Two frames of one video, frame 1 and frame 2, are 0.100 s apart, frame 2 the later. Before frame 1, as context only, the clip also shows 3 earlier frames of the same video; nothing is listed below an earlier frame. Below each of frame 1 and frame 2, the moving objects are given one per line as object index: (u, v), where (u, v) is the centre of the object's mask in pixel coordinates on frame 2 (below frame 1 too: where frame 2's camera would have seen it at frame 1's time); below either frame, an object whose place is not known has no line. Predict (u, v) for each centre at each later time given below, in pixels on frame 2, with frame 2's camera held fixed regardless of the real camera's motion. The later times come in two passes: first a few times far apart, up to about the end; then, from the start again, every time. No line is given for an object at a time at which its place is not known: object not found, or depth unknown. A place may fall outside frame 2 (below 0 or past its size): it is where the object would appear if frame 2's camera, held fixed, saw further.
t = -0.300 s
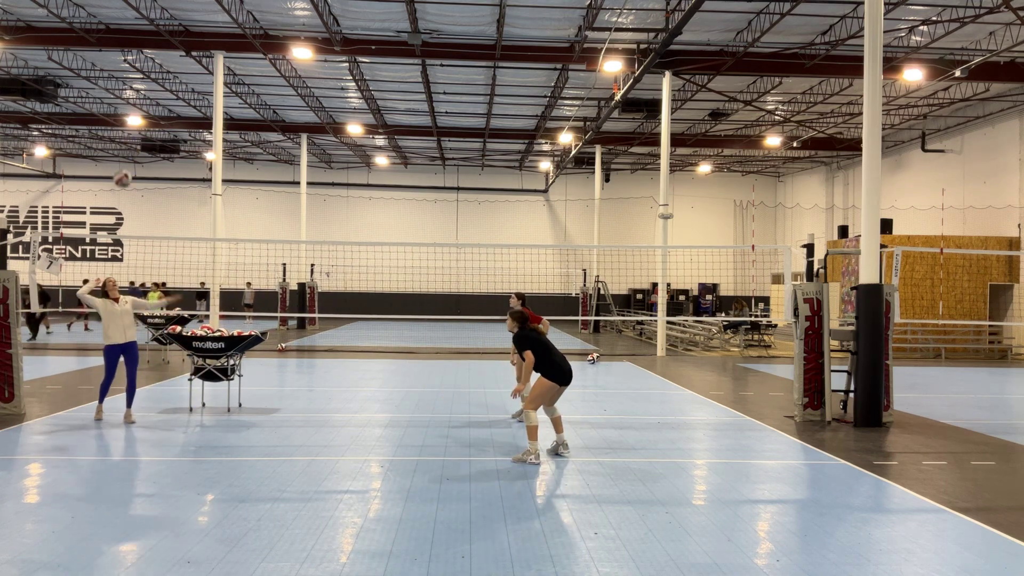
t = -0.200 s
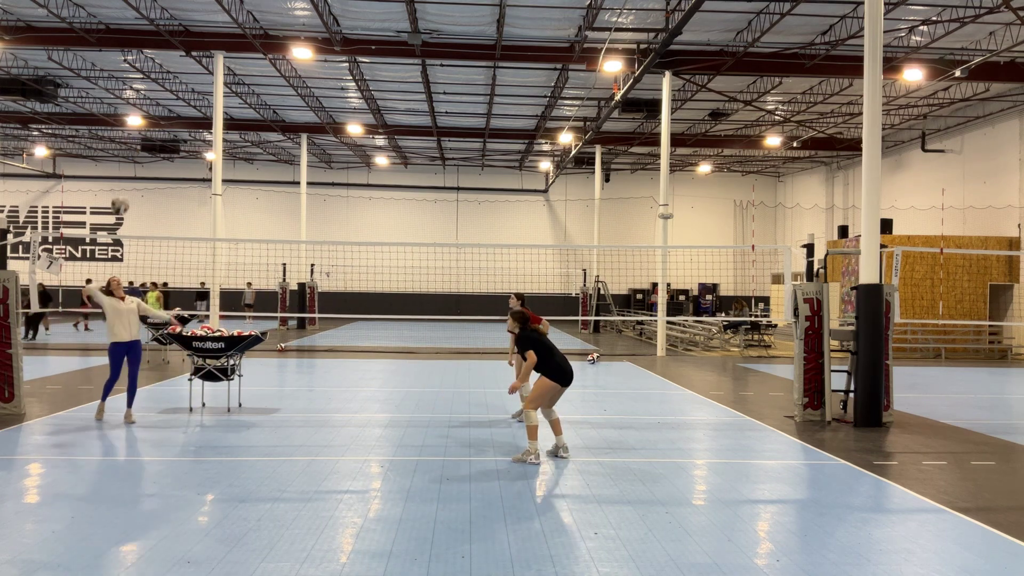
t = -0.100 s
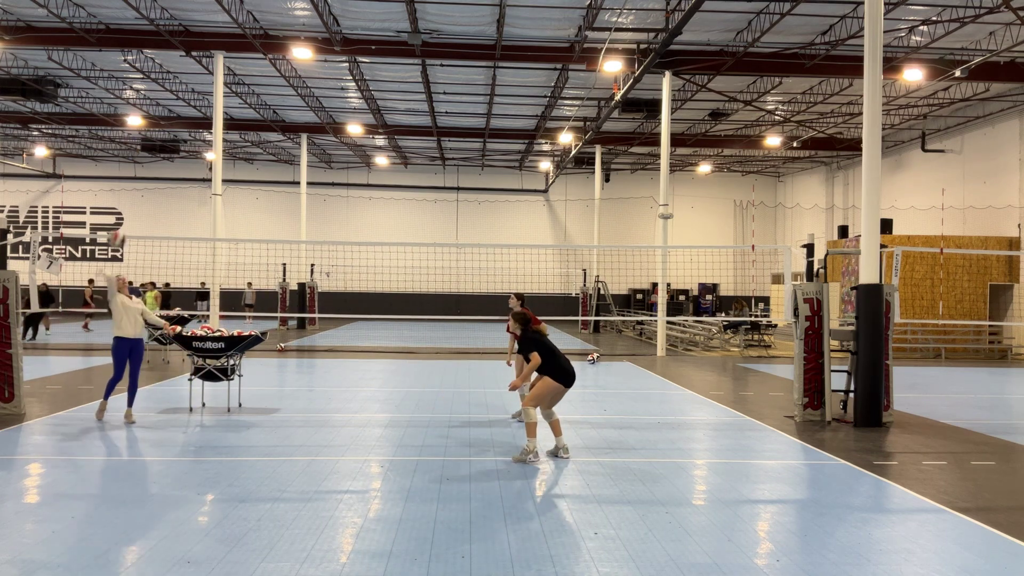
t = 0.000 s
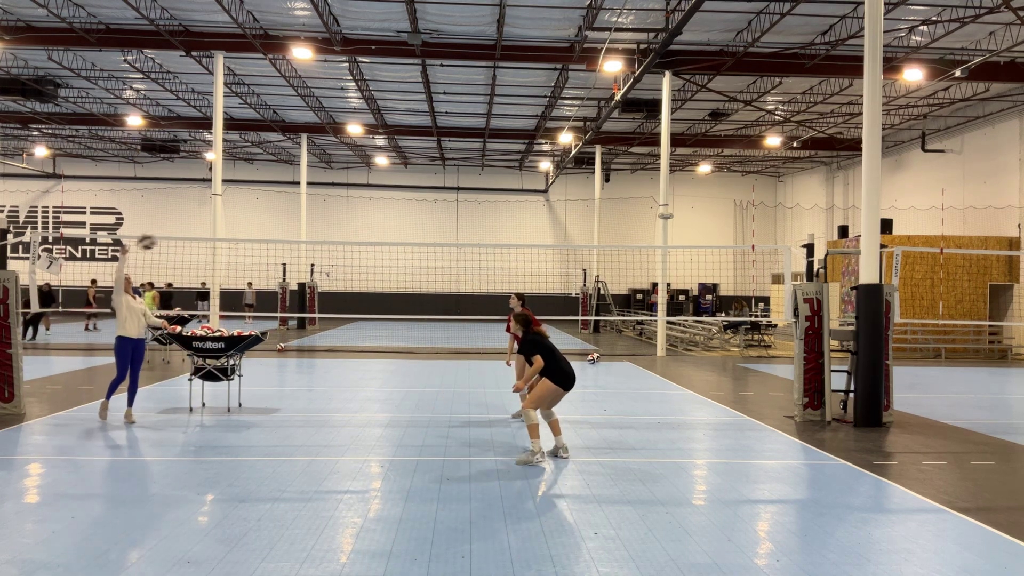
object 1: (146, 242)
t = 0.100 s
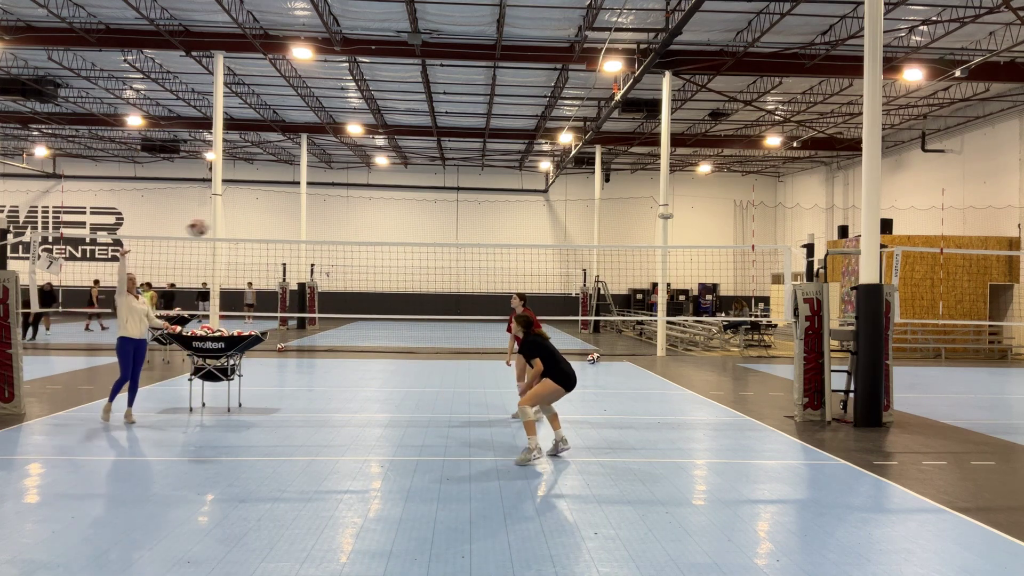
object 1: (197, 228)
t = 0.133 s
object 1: (215, 225)
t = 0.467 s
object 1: (408, 258)
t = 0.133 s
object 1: (215, 225)
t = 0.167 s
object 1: (233, 224)
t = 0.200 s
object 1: (251, 223)
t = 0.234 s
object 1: (270, 223)
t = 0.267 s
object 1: (288, 224)
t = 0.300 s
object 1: (308, 227)
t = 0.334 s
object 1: (328, 231)
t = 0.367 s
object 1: (347, 236)
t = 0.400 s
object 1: (368, 242)
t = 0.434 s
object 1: (385, 249)
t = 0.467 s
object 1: (408, 258)
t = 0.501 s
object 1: (430, 268)
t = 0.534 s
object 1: (452, 280)
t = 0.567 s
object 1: (474, 294)
